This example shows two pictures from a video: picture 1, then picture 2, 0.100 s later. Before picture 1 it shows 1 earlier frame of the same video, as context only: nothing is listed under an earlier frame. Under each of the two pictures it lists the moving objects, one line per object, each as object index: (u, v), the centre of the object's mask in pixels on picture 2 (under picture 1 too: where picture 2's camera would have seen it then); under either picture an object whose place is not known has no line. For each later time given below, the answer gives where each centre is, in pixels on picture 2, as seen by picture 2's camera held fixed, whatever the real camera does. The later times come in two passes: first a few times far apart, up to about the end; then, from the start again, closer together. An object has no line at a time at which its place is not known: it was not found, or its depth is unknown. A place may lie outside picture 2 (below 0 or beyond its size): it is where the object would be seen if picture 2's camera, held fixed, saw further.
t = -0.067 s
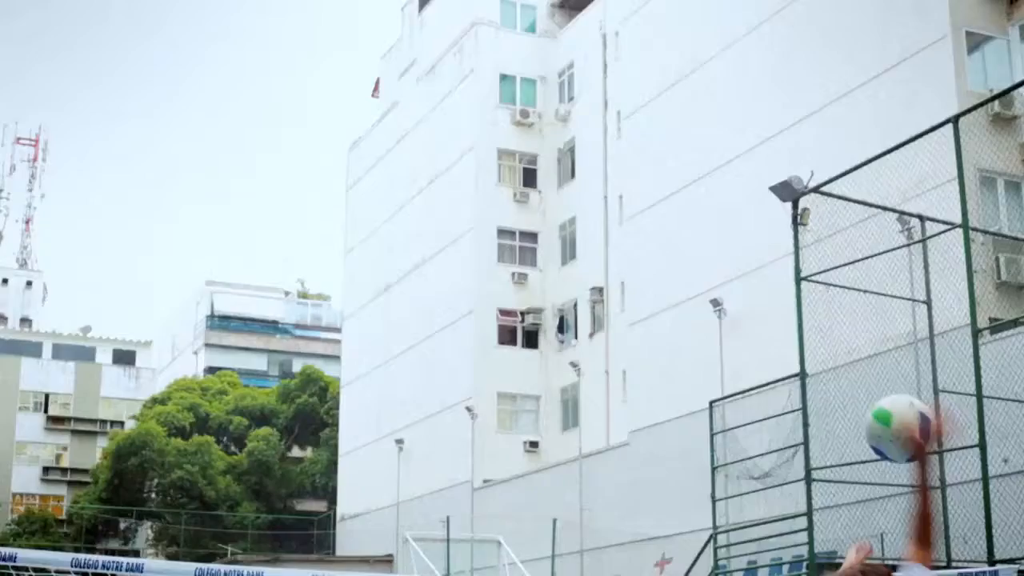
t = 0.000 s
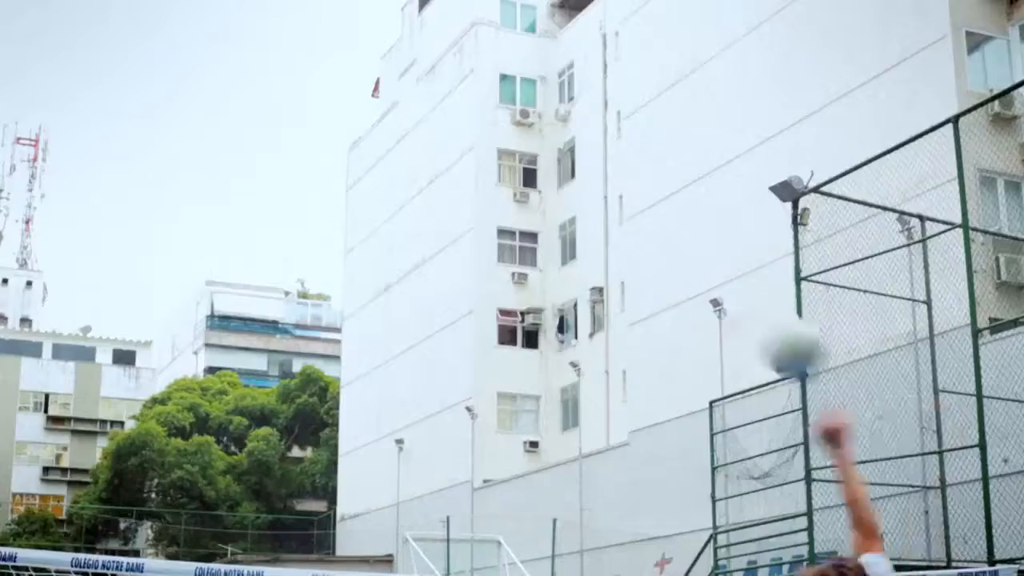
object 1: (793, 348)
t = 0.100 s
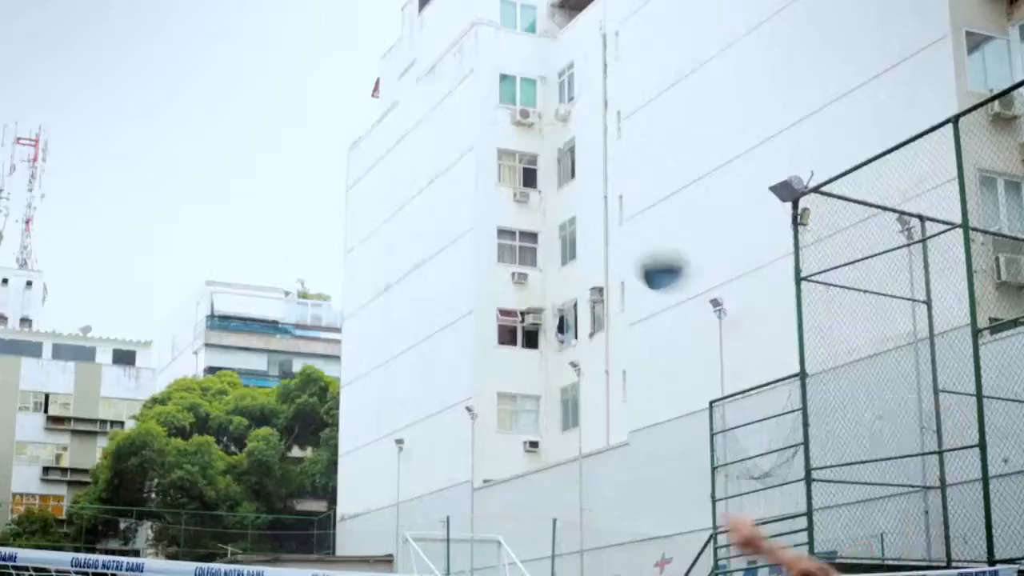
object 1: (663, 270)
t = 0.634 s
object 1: (315, 287)
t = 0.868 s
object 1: (244, 403)
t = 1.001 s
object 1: (212, 486)
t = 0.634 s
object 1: (315, 287)
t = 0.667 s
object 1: (306, 299)
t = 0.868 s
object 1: (244, 403)
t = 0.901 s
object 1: (237, 423)
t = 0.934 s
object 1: (229, 441)
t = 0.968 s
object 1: (220, 463)
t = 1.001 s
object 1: (212, 486)
